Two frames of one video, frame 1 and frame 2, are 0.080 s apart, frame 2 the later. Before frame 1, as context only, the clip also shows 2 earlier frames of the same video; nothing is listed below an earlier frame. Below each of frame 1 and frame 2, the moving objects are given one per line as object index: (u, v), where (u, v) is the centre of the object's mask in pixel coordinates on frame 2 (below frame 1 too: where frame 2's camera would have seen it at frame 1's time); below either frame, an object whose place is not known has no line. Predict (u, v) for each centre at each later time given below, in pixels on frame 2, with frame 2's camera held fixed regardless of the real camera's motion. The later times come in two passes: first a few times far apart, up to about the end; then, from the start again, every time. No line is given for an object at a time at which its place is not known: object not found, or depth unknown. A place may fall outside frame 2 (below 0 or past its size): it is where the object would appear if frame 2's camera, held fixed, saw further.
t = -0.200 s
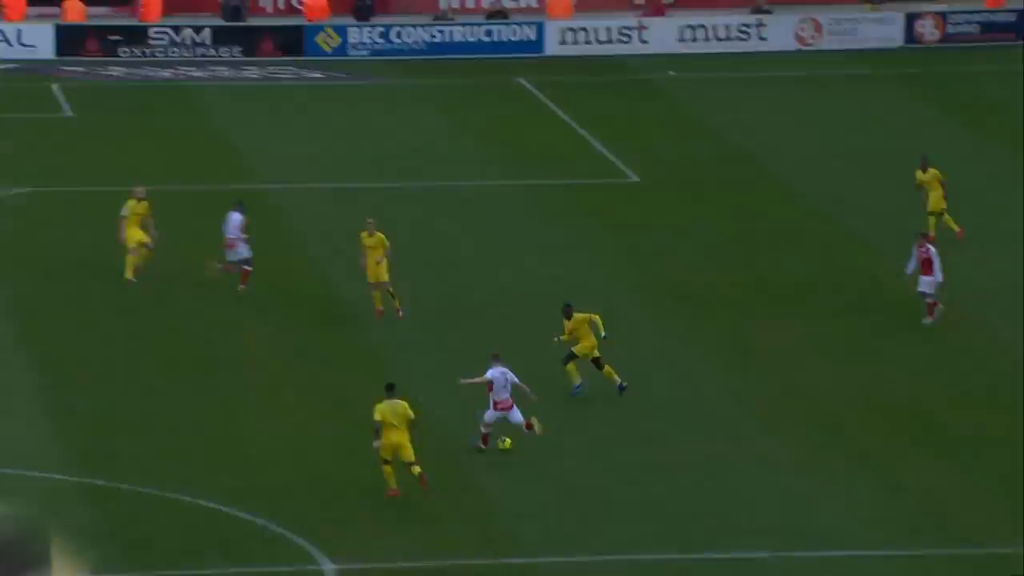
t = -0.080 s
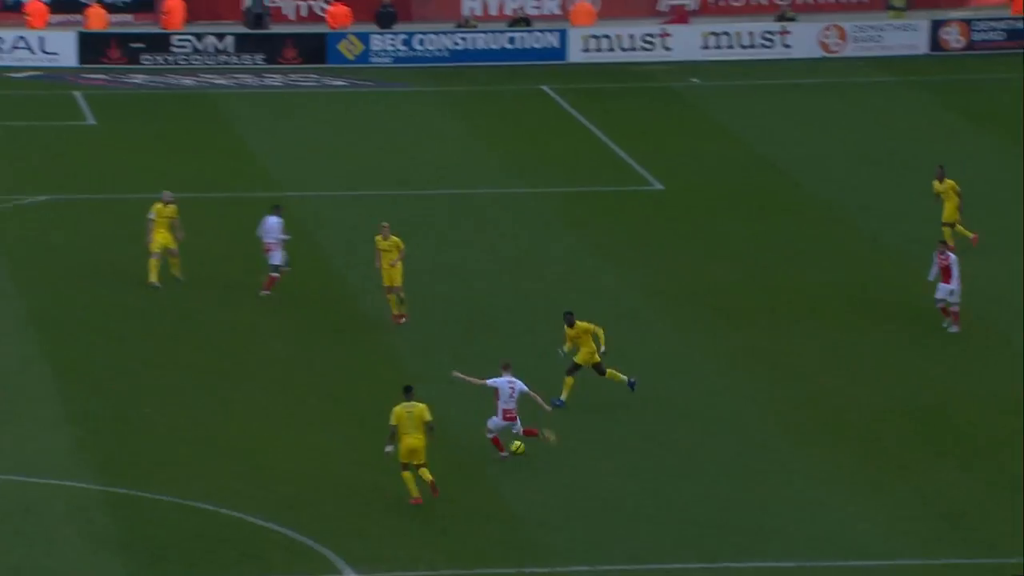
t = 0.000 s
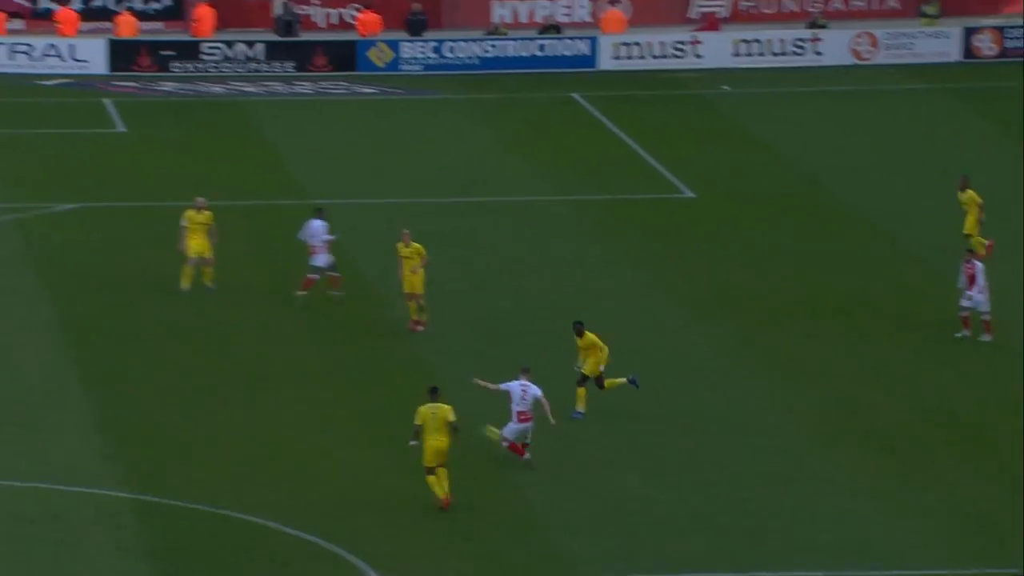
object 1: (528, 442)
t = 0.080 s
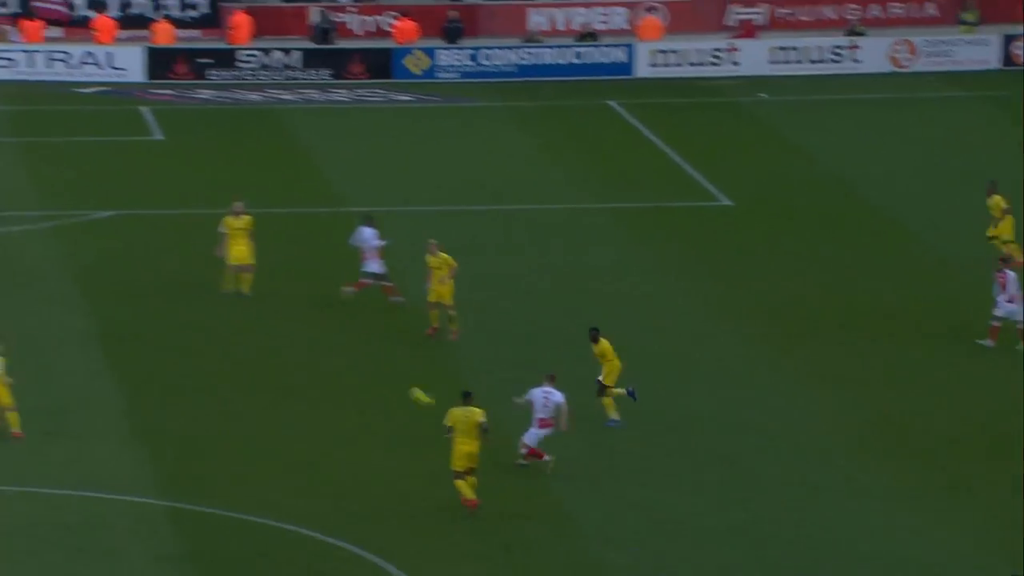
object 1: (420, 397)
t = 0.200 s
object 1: (265, 333)
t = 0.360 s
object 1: (66, 262)
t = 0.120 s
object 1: (369, 375)
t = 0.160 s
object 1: (316, 354)
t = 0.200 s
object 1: (265, 333)
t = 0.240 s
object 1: (215, 314)
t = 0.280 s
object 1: (165, 296)
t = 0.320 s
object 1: (116, 279)
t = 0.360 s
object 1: (66, 262)
